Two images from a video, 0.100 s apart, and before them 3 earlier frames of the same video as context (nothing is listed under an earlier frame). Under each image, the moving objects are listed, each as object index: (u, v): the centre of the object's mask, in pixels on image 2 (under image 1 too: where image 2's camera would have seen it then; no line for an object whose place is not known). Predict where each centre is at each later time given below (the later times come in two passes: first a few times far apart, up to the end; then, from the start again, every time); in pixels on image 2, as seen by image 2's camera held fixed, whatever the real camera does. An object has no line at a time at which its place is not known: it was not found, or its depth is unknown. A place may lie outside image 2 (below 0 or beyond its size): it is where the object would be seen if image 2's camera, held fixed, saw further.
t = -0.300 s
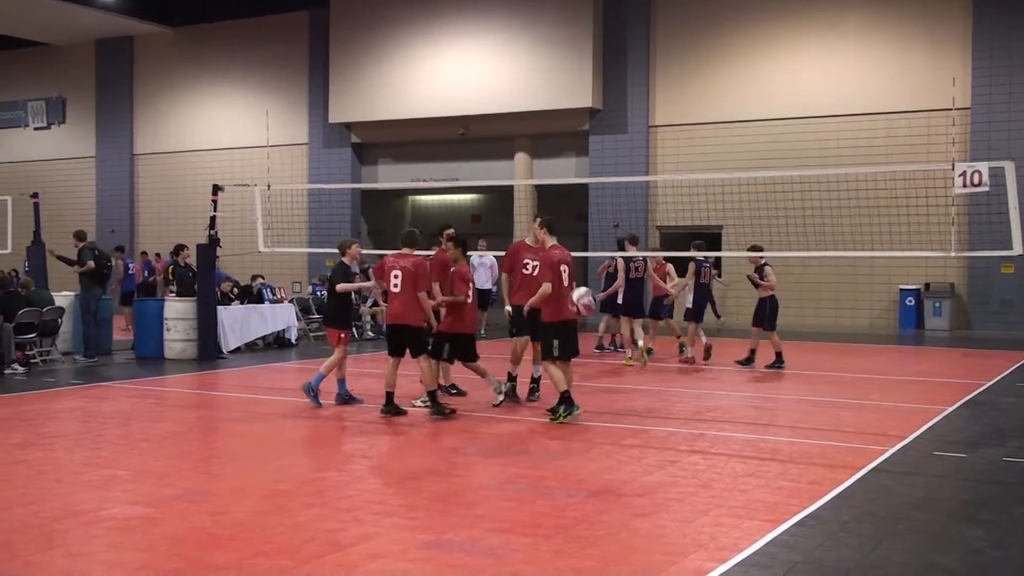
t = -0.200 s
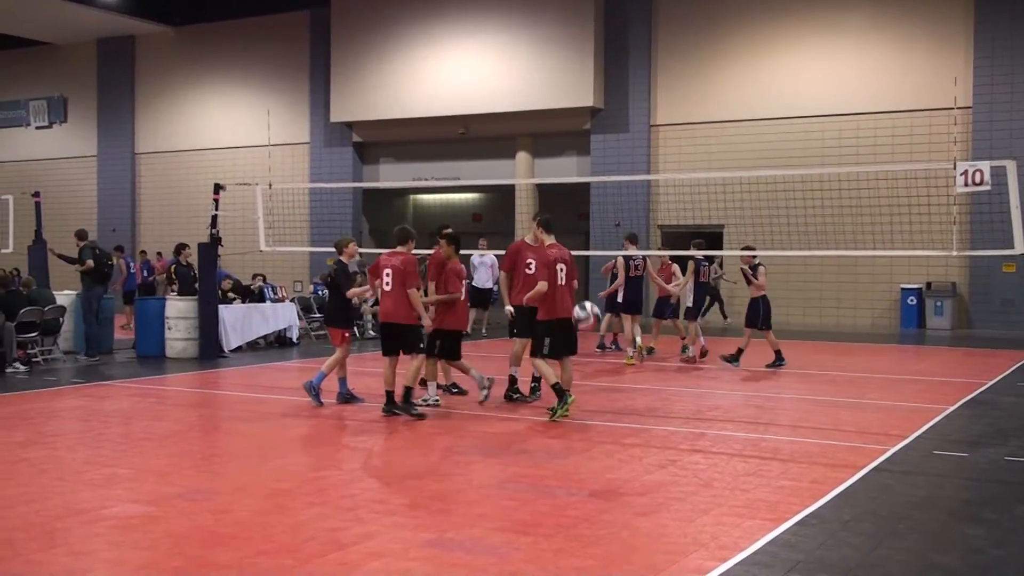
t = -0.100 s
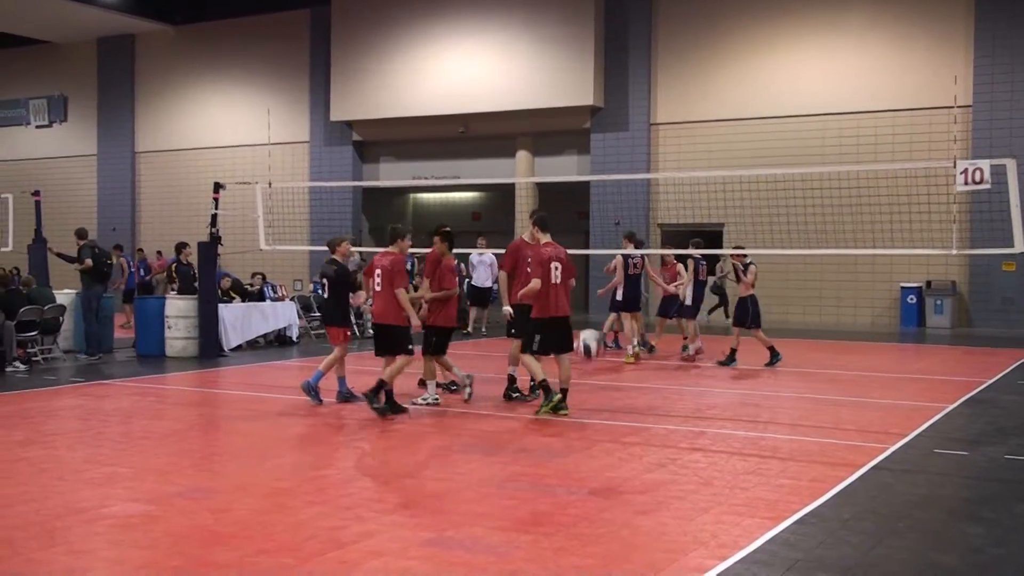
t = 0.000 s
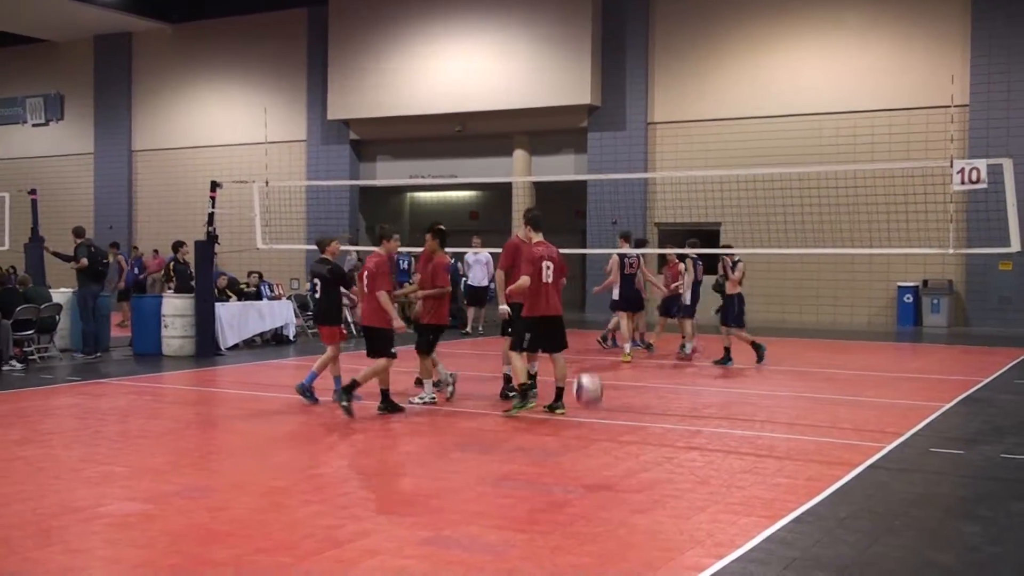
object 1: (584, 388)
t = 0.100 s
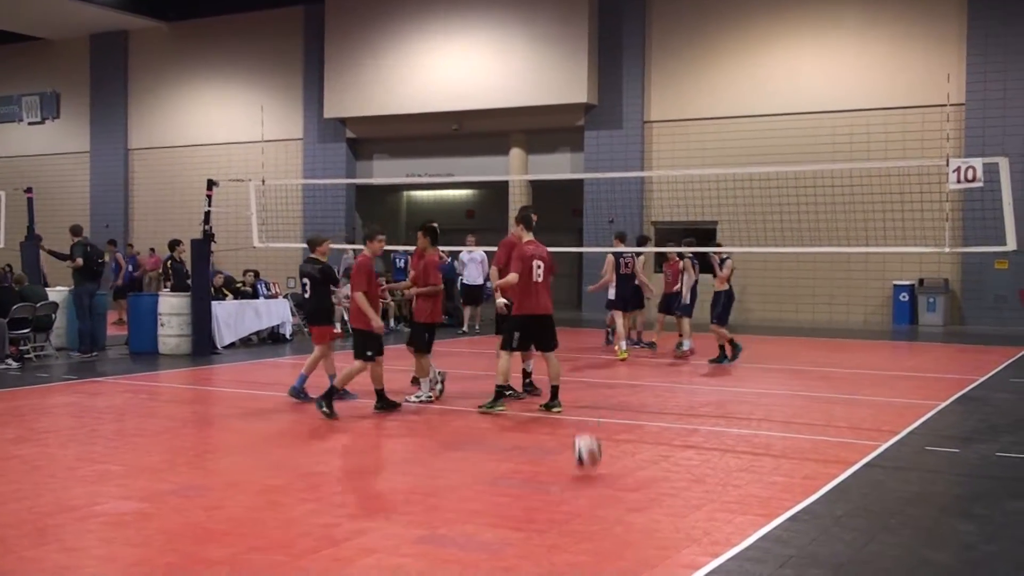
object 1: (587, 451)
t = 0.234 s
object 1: (591, 412)
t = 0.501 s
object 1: (600, 371)
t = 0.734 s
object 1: (609, 423)
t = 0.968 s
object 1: (620, 455)
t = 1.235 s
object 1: (635, 435)
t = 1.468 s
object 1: (648, 523)
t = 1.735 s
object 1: (665, 478)
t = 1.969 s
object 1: (680, 552)
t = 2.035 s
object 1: (684, 532)
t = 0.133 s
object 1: (587, 454)
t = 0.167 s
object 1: (589, 439)
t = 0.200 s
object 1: (590, 426)
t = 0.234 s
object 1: (591, 412)
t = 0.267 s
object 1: (591, 403)
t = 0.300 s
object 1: (593, 392)
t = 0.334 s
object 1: (594, 385)
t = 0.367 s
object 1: (595, 379)
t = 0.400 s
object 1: (596, 375)
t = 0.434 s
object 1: (598, 372)
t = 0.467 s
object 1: (599, 371)
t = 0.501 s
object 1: (600, 371)
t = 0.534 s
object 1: (602, 372)
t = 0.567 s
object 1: (603, 376)
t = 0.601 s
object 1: (604, 382)
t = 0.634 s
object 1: (605, 389)
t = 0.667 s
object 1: (607, 399)
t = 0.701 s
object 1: (608, 410)
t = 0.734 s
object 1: (609, 423)
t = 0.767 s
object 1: (611, 439)
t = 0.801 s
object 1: (612, 454)
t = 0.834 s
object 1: (614, 476)
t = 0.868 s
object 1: (615, 493)
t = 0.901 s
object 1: (617, 478)
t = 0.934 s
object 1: (619, 467)
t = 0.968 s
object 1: (620, 455)
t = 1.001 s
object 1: (622, 446)
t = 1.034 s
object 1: (624, 440)
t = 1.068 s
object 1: (626, 434)
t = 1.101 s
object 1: (628, 431)
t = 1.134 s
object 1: (629, 429)
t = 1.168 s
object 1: (631, 429)
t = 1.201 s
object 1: (633, 431)
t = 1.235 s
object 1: (635, 435)
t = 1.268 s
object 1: (637, 441)
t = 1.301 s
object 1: (638, 450)
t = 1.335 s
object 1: (640, 460)
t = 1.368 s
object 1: (643, 472)
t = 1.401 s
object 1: (644, 488)
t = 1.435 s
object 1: (646, 505)
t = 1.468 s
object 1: (648, 523)
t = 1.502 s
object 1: (651, 512)
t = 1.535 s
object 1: (652, 500)
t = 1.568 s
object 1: (654, 492)
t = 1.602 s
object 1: (657, 486)
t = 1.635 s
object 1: (659, 480)
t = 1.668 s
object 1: (661, 478)
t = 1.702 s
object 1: (662, 477)
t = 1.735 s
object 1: (665, 478)
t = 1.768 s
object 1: (666, 482)
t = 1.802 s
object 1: (669, 488)
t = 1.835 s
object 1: (672, 496)
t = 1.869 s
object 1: (674, 508)
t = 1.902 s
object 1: (676, 520)
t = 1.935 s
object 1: (677, 537)
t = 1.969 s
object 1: (680, 552)
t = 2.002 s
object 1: (681, 541)
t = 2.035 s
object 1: (684, 532)
